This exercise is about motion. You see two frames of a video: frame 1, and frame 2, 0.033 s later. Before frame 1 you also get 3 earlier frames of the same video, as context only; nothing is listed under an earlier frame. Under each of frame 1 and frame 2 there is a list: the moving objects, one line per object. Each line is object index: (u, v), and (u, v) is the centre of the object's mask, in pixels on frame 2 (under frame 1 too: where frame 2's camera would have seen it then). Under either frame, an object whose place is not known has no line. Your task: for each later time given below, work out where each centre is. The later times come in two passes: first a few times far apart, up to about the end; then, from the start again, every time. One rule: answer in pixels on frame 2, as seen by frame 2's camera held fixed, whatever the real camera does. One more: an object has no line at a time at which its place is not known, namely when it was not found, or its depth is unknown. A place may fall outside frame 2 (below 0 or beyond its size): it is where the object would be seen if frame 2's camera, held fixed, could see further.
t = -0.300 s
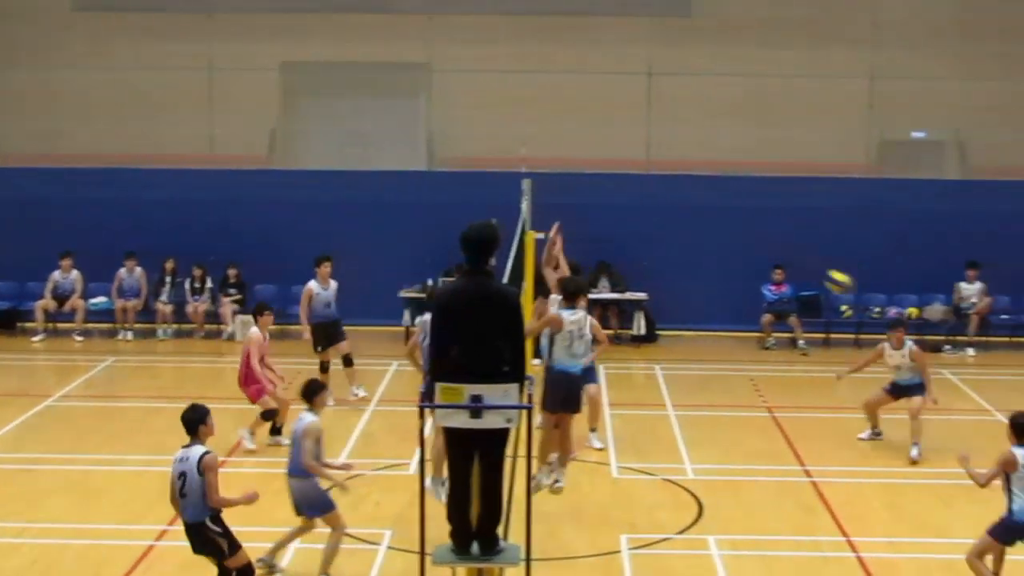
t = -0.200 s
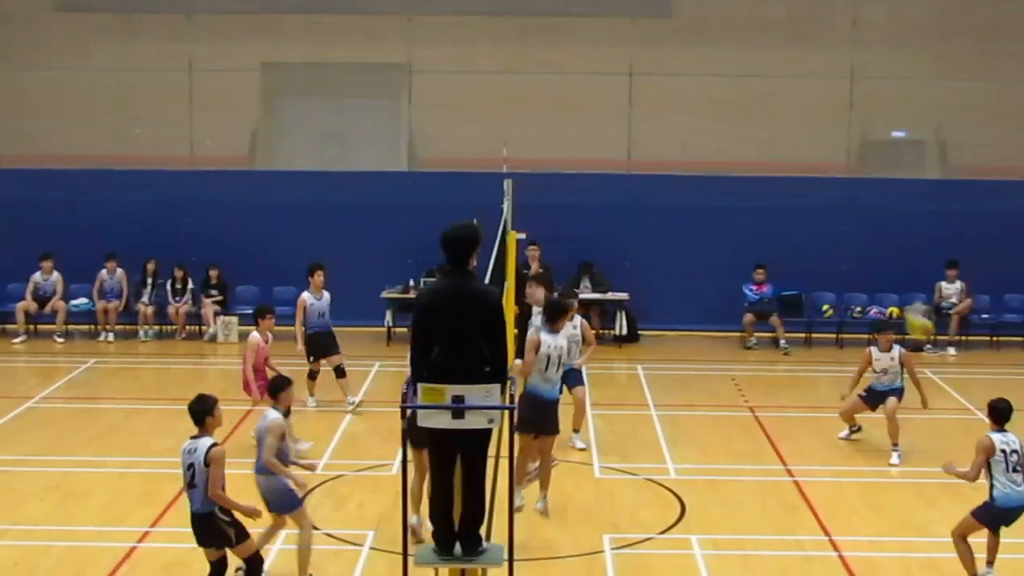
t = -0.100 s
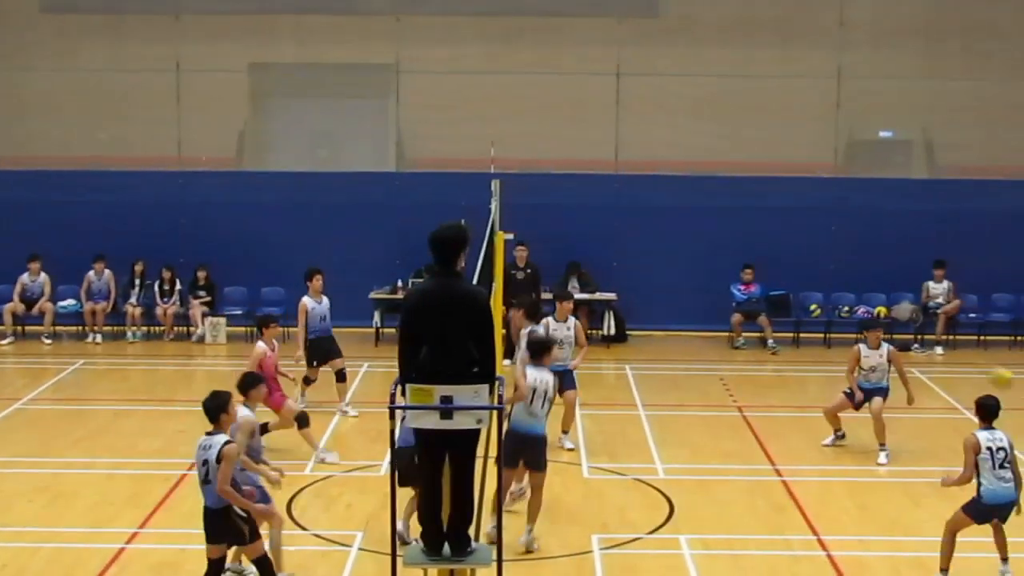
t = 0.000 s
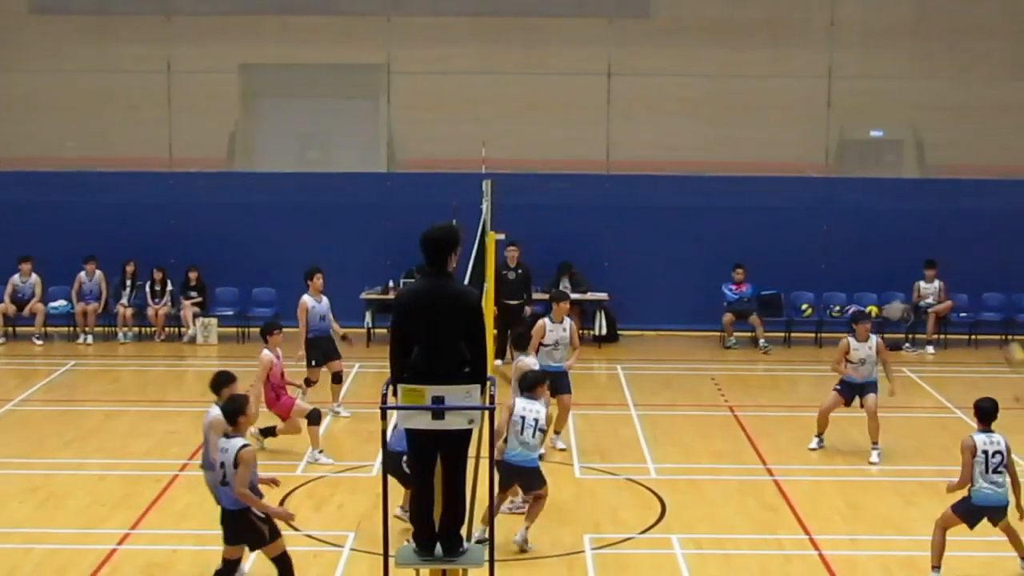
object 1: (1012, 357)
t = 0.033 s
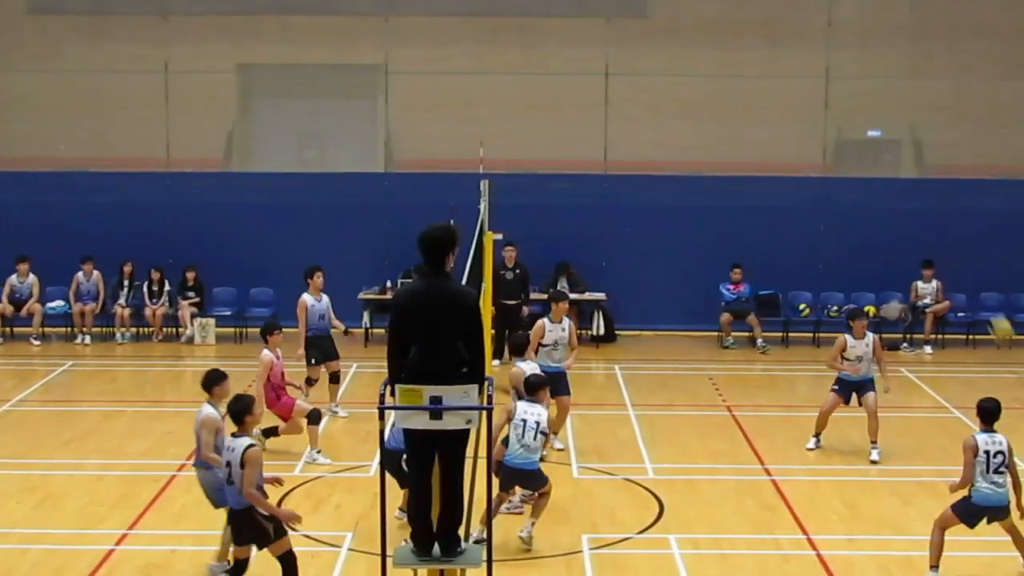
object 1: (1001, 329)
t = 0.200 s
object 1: (937, 201)
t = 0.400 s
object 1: (864, 94)
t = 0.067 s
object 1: (988, 300)
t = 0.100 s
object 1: (975, 274)
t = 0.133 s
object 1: (962, 248)
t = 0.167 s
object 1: (949, 223)
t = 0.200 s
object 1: (937, 201)
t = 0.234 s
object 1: (924, 179)
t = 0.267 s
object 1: (911, 159)
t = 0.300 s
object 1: (900, 141)
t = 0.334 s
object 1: (888, 124)
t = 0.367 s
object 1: (876, 109)
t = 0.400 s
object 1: (864, 94)
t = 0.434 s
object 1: (852, 81)
